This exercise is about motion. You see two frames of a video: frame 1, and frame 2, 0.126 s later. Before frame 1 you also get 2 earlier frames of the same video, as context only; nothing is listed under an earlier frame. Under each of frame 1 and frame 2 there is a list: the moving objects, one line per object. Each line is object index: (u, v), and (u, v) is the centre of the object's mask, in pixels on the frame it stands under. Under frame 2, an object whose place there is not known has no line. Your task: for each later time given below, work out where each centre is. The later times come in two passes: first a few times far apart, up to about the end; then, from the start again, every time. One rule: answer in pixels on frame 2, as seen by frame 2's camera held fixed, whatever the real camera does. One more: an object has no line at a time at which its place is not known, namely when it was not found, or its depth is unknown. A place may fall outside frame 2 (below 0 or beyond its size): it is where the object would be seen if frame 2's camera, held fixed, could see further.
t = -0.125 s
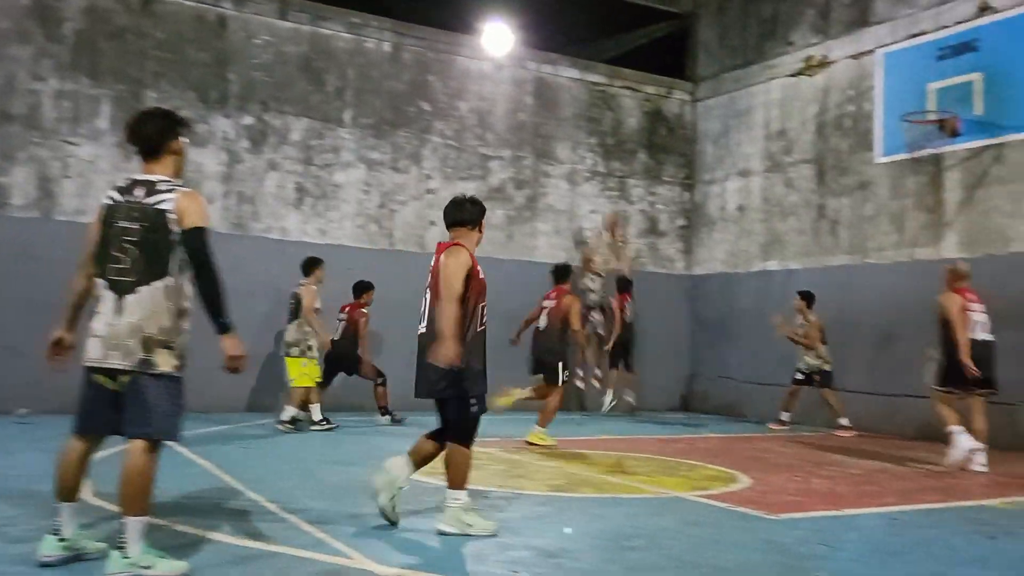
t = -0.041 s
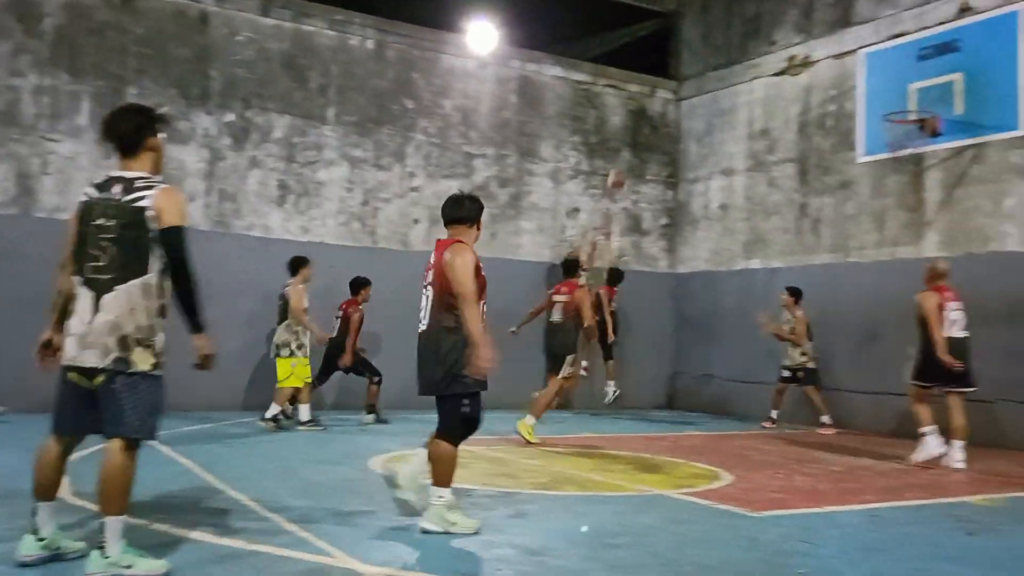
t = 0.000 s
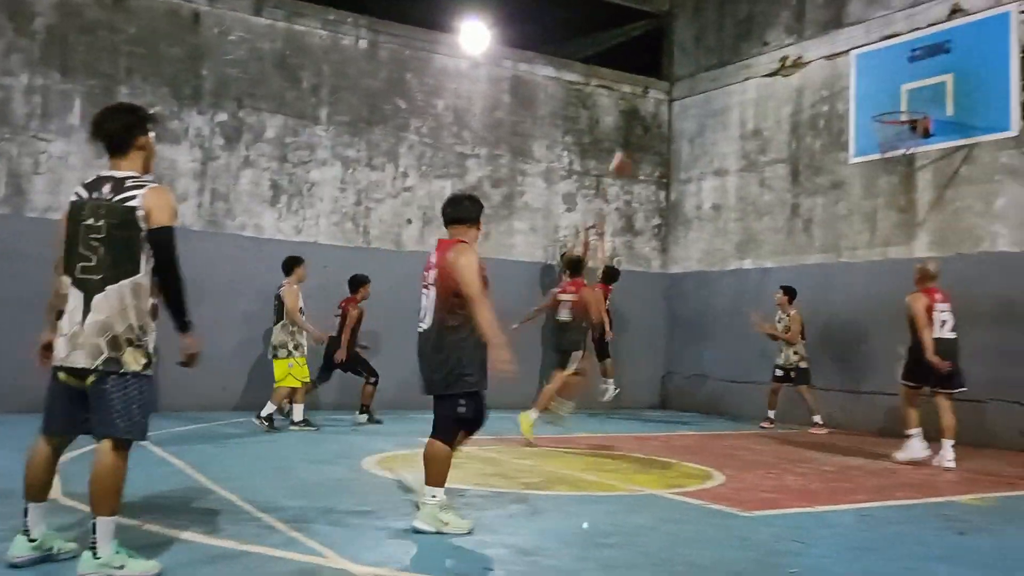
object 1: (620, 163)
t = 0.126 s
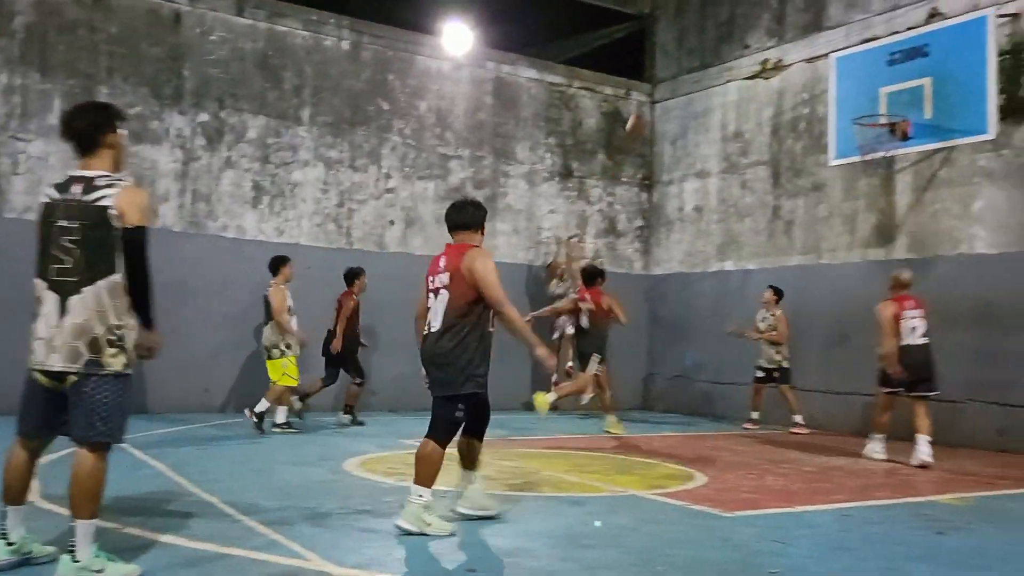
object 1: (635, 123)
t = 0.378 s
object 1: (711, 67)
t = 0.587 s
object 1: (782, 53)
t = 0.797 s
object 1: (857, 82)
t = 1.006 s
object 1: (861, 101)
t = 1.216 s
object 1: (805, 118)
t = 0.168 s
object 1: (648, 110)
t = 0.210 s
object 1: (660, 99)
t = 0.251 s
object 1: (675, 87)
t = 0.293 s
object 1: (685, 80)
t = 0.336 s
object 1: (700, 73)
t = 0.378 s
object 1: (711, 67)
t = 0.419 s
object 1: (726, 60)
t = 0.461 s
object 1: (738, 55)
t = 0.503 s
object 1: (754, 54)
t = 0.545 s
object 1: (768, 55)
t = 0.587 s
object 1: (782, 53)
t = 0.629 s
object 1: (797, 56)
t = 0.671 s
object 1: (811, 60)
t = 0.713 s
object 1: (826, 66)
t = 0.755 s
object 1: (843, 72)
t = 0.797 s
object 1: (857, 82)
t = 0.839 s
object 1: (872, 92)
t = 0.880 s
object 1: (889, 105)
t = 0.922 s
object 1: (884, 105)
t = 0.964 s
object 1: (871, 102)
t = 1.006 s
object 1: (861, 101)
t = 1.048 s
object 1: (849, 102)
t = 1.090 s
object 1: (835, 103)
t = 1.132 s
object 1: (827, 106)
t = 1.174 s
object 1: (818, 110)
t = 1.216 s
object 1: (805, 118)
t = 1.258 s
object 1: (796, 123)
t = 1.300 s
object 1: (786, 133)
